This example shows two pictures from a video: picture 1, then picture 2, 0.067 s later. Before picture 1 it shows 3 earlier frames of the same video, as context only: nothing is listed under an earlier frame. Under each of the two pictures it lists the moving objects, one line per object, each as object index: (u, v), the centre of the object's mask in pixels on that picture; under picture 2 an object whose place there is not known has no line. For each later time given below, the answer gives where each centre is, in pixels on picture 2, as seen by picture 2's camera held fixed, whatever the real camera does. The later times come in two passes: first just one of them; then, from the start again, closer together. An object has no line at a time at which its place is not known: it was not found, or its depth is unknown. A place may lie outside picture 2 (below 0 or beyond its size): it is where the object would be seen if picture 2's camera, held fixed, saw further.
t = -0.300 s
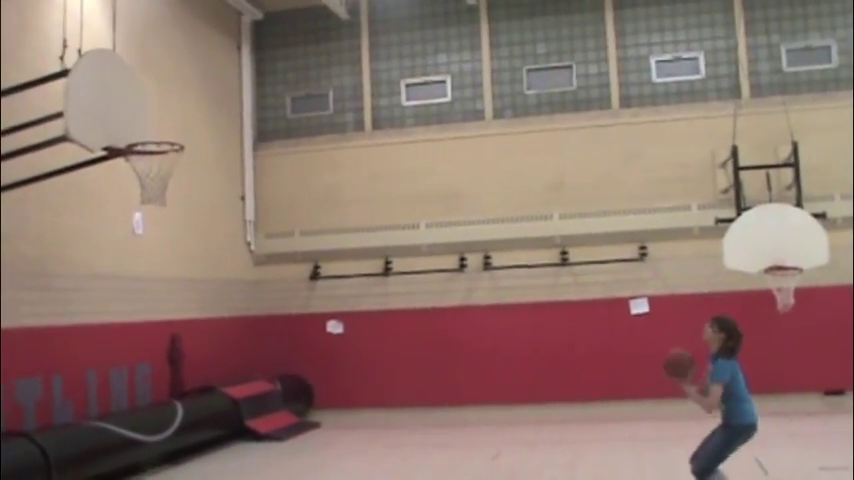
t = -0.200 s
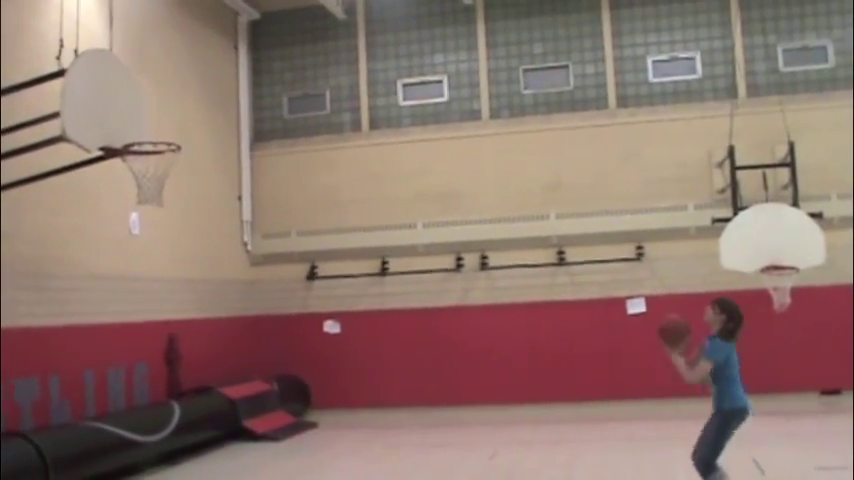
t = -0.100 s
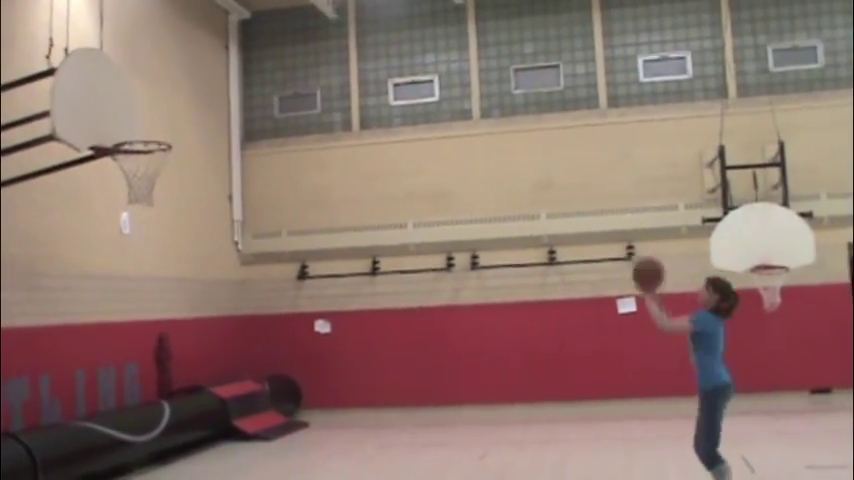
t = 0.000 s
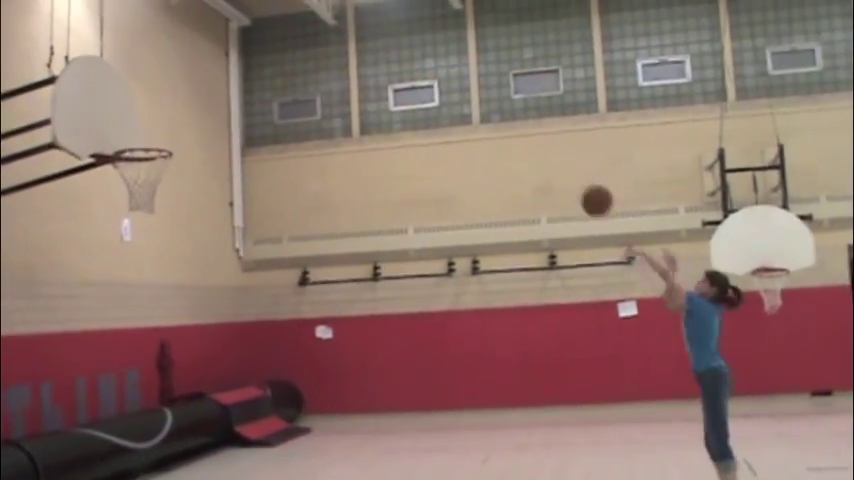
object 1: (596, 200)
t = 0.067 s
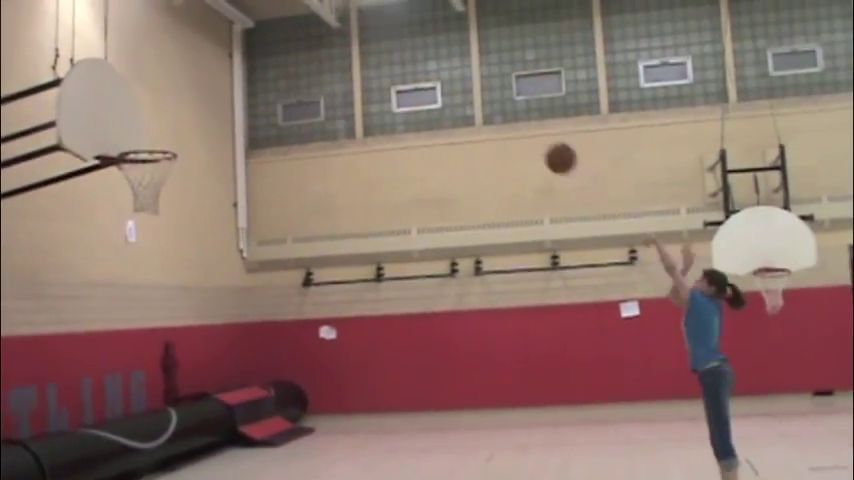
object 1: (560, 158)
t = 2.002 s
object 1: (297, 352)
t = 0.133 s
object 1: (524, 121)
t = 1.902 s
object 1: (283, 392)
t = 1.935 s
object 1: (289, 378)
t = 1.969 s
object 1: (294, 366)
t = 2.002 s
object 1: (297, 352)
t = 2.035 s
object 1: (302, 344)
